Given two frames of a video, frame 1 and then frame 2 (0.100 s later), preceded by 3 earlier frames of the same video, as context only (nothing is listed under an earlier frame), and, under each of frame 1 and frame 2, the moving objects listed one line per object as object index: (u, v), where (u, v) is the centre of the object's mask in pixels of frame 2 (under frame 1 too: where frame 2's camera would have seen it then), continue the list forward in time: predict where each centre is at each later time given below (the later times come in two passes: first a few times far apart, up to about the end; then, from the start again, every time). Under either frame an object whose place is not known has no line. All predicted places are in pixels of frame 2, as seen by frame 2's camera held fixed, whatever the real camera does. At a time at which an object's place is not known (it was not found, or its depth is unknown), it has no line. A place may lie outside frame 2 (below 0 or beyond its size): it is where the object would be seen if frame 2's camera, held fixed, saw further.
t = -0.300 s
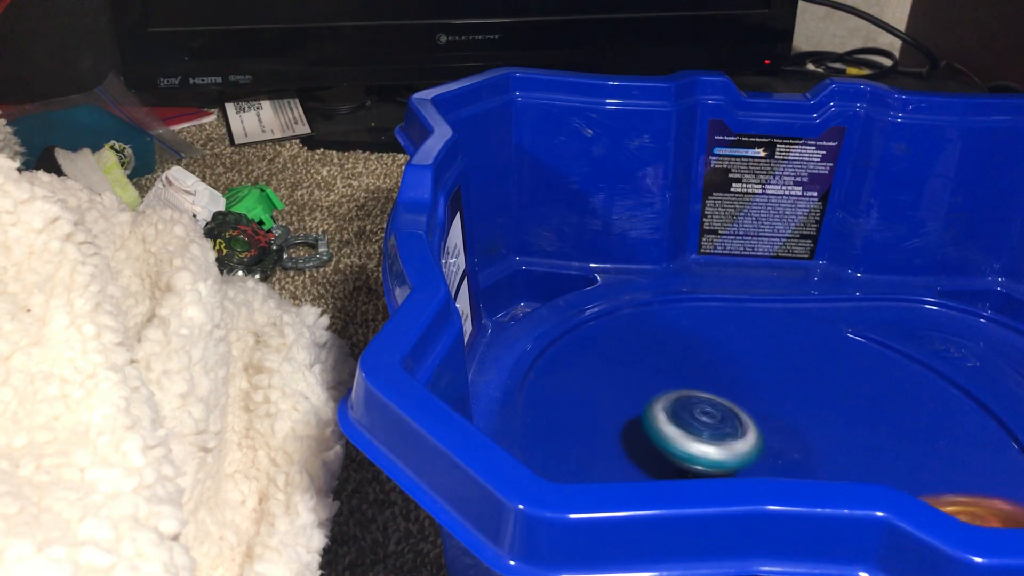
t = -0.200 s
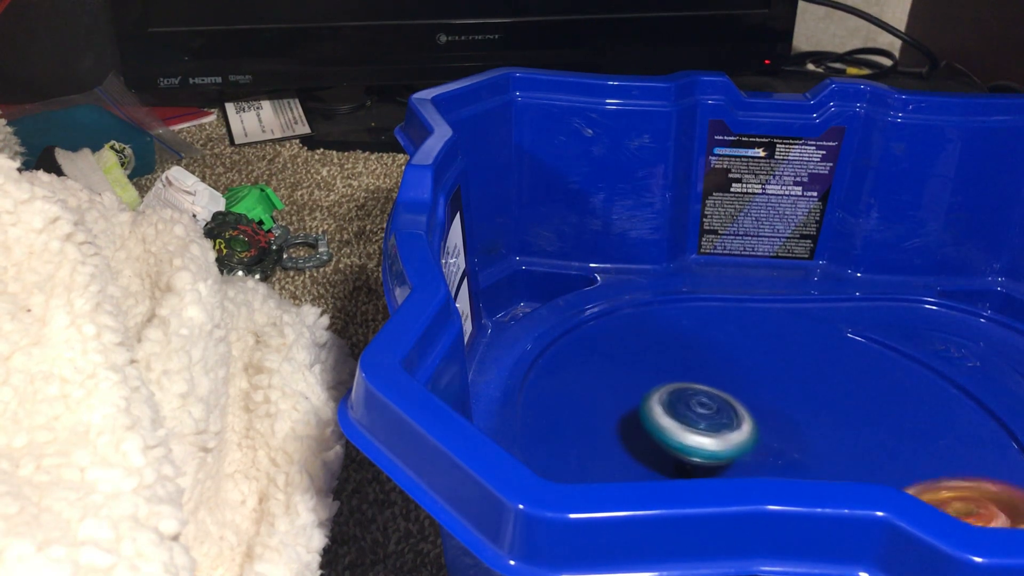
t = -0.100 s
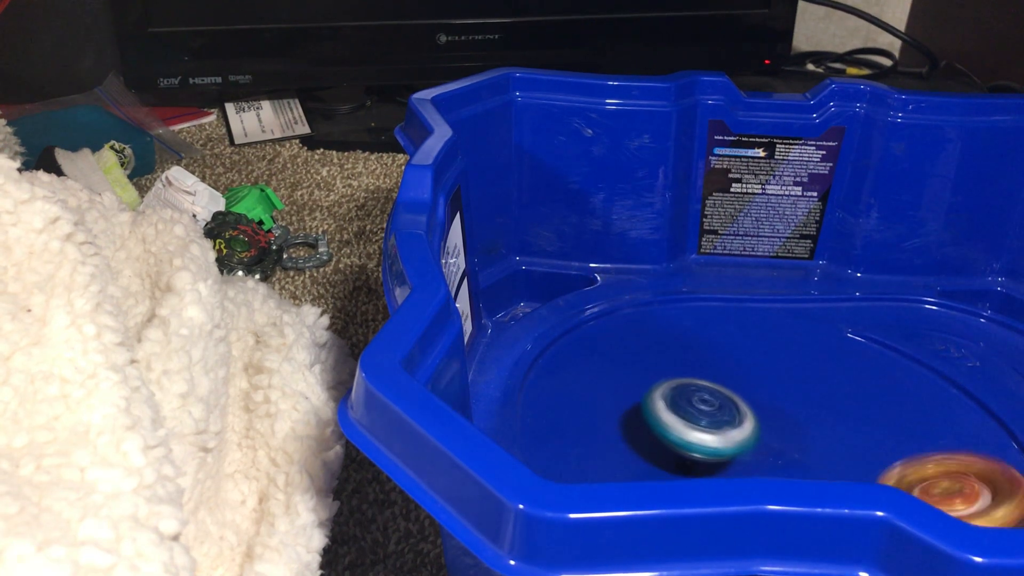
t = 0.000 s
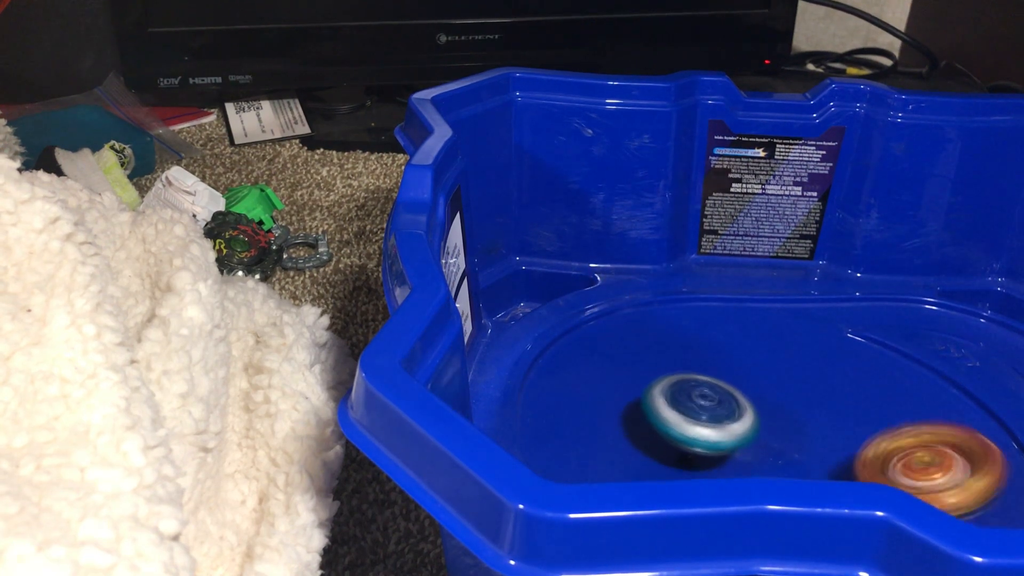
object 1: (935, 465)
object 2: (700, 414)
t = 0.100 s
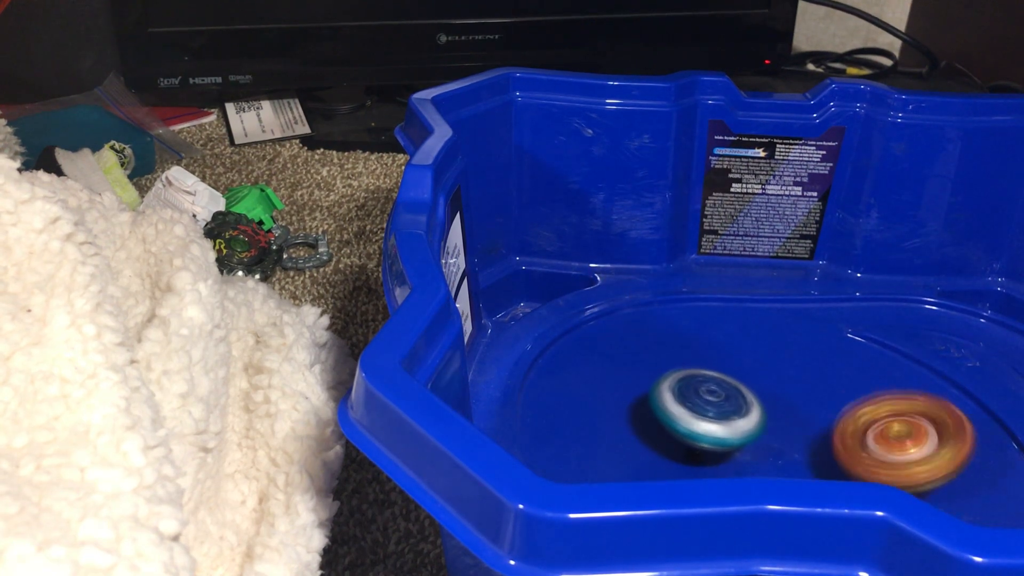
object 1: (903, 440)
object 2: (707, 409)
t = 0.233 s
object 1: (862, 401)
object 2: (715, 403)
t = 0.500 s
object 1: (806, 338)
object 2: (688, 416)
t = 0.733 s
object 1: (764, 330)
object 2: (742, 431)
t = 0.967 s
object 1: (723, 344)
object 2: (721, 426)
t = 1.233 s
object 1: (699, 374)
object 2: (802, 461)
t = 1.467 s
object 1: (720, 420)
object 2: (852, 430)
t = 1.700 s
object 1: (727, 454)
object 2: (802, 373)
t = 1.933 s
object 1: (756, 463)
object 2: (735, 403)
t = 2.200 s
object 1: (828, 464)
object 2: (730, 405)
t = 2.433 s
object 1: (863, 448)
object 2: (736, 400)
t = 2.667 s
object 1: (856, 409)
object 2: (728, 408)
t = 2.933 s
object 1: (825, 375)
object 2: (720, 410)
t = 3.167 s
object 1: (790, 366)
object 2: (731, 428)
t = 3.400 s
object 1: (766, 364)
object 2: (816, 469)
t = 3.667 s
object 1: (726, 387)
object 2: (859, 421)
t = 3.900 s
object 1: (704, 414)
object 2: (821, 408)
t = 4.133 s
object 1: (717, 439)
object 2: (825, 414)
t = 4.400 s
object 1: (752, 453)
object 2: (840, 411)
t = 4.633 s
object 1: (786, 456)
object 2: (834, 404)
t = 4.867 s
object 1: (800, 455)
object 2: (834, 401)
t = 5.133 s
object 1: (792, 453)
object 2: (814, 399)
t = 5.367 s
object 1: (768, 455)
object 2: (809, 386)
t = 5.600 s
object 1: (756, 451)
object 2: (821, 405)
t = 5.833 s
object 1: (750, 441)
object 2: (842, 411)
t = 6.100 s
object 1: (722, 434)
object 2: (842, 418)
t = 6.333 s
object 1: (711, 428)
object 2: (841, 422)
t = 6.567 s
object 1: (717, 421)
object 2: (843, 426)
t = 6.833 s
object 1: (717, 417)
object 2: (848, 422)
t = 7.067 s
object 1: (709, 414)
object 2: (829, 416)
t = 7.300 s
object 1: (711, 416)
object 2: (836, 423)
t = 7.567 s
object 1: (723, 427)
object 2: (823, 397)
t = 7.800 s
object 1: (727, 436)
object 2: (827, 395)
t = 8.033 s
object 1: (751, 439)
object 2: (833, 401)
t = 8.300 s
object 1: (767, 440)
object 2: (836, 397)
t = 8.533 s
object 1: (761, 442)
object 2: (830, 395)
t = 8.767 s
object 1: (766, 446)
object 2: (846, 412)
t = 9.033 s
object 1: (766, 448)
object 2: (841, 405)
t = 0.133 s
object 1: (893, 431)
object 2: (707, 408)
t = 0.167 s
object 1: (883, 422)
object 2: (708, 406)
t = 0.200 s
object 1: (872, 411)
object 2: (711, 404)
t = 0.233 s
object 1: (862, 401)
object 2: (715, 403)
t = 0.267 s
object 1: (851, 392)
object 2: (719, 402)
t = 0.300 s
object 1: (840, 383)
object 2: (721, 401)
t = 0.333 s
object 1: (830, 374)
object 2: (723, 399)
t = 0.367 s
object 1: (829, 365)
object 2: (710, 398)
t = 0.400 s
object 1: (828, 355)
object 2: (696, 399)
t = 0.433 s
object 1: (821, 348)
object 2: (689, 404)
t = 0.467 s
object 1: (813, 342)
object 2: (685, 410)
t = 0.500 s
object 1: (806, 338)
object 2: (688, 416)
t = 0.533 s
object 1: (800, 335)
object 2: (695, 424)
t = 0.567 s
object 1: (795, 333)
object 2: (703, 430)
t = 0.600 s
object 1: (789, 331)
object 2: (711, 434)
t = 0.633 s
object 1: (783, 329)
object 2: (720, 435)
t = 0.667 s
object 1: (778, 330)
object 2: (729, 435)
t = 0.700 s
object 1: (772, 329)
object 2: (738, 434)
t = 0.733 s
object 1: (764, 330)
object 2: (742, 431)
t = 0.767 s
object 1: (758, 331)
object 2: (740, 430)
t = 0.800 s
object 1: (751, 334)
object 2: (737, 427)
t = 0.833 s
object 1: (744, 337)
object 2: (734, 424)
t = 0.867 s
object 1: (738, 339)
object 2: (731, 421)
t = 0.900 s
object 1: (732, 341)
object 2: (727, 420)
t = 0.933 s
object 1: (727, 342)
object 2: (723, 423)
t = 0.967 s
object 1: (723, 344)
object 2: (721, 426)
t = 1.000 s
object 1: (718, 347)
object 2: (722, 430)
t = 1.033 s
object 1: (713, 350)
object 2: (723, 433)
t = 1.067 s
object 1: (709, 353)
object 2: (726, 437)
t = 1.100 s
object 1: (704, 355)
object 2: (732, 444)
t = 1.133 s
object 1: (701, 359)
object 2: (745, 450)
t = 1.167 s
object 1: (699, 364)
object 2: (760, 455)
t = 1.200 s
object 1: (699, 369)
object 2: (781, 459)
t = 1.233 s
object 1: (699, 374)
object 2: (802, 461)
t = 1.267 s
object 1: (700, 380)
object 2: (825, 462)
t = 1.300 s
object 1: (701, 386)
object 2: (843, 461)
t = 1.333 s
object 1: (704, 392)
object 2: (857, 458)
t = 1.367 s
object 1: (707, 398)
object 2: (864, 454)
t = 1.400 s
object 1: (711, 405)
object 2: (864, 447)
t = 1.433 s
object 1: (715, 413)
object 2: (860, 440)
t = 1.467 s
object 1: (720, 420)
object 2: (852, 430)
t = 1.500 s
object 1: (725, 427)
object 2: (842, 422)
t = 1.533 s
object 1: (726, 434)
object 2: (836, 414)
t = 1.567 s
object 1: (721, 440)
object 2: (839, 403)
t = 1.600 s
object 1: (721, 445)
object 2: (836, 394)
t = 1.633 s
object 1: (723, 449)
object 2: (828, 384)
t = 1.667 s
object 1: (725, 452)
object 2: (817, 378)
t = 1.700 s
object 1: (727, 454)
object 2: (802, 373)
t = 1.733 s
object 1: (729, 456)
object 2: (786, 370)
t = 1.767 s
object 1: (732, 458)
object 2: (770, 371)
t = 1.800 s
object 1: (736, 459)
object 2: (755, 374)
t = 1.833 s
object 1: (739, 460)
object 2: (744, 379)
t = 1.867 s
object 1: (745, 461)
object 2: (739, 388)
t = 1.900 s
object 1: (749, 462)
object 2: (737, 397)
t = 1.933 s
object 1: (756, 463)
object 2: (735, 403)
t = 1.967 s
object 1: (764, 463)
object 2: (731, 406)
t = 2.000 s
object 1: (772, 463)
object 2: (729, 408)
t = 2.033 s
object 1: (781, 463)
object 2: (728, 409)
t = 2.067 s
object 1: (791, 465)
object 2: (728, 408)
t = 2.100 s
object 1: (801, 465)
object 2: (728, 406)
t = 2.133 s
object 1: (810, 465)
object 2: (728, 406)
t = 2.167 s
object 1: (820, 464)
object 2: (729, 406)
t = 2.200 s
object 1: (828, 464)
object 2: (730, 405)
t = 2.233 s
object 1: (836, 463)
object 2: (731, 404)
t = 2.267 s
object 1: (844, 461)
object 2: (732, 403)
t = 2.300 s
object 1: (849, 459)
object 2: (733, 402)
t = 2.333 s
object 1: (854, 457)
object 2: (734, 401)
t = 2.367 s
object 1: (858, 454)
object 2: (735, 401)
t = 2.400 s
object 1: (861, 451)
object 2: (736, 400)
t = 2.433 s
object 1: (863, 448)
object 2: (736, 400)
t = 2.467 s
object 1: (864, 444)
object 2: (735, 400)
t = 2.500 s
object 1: (865, 439)
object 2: (734, 401)
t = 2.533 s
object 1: (865, 434)
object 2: (732, 402)
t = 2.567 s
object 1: (864, 428)
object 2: (731, 404)
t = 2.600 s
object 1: (862, 422)
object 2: (729, 405)
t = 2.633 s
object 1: (859, 415)
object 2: (729, 406)
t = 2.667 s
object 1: (856, 409)
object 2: (728, 408)
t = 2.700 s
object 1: (853, 403)
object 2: (728, 408)
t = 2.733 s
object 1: (849, 398)
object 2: (727, 407)
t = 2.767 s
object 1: (845, 394)
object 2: (727, 407)
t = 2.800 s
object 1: (843, 389)
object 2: (722, 407)
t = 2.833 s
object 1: (838, 385)
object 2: (720, 407)
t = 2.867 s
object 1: (833, 381)
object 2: (722, 407)
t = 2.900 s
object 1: (829, 379)
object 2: (723, 408)
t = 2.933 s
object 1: (825, 375)
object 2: (720, 410)
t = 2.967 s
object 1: (820, 372)
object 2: (719, 413)
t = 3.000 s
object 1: (815, 371)
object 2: (720, 417)
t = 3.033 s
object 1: (811, 370)
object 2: (722, 422)
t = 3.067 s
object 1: (806, 369)
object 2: (727, 425)
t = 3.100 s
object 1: (802, 369)
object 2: (730, 426)
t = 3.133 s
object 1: (796, 368)
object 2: (731, 427)
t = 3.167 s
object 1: (790, 366)
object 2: (731, 428)
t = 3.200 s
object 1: (784, 363)
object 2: (728, 435)
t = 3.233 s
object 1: (781, 360)
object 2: (729, 443)
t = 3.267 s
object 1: (777, 360)
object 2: (734, 451)
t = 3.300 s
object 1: (774, 360)
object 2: (746, 458)
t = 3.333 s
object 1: (771, 361)
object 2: (766, 463)
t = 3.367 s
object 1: (769, 362)
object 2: (789, 467)
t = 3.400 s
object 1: (766, 364)
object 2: (816, 469)
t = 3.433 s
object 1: (763, 366)
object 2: (847, 472)
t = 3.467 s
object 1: (758, 368)
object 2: (873, 472)
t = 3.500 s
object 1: (755, 371)
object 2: (886, 469)
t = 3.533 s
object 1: (751, 374)
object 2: (889, 462)
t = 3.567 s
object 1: (747, 377)
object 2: (883, 452)
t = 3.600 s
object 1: (743, 382)
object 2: (873, 440)
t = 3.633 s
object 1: (738, 386)
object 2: (861, 426)
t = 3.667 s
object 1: (726, 387)
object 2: (859, 421)
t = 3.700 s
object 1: (719, 391)
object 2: (856, 416)
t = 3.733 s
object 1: (715, 394)
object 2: (848, 410)
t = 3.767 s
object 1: (712, 399)
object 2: (840, 405)
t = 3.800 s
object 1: (709, 403)
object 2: (832, 404)
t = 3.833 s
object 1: (708, 407)
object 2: (824, 405)
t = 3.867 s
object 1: (706, 411)
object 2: (822, 406)
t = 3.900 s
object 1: (704, 414)
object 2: (821, 408)
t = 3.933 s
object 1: (704, 419)
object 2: (822, 409)
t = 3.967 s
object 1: (704, 424)
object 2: (822, 410)
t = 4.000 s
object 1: (706, 428)
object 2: (823, 410)
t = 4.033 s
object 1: (707, 432)
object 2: (824, 411)
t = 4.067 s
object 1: (709, 434)
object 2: (825, 411)
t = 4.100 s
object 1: (712, 437)
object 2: (825, 412)
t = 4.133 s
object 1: (717, 439)
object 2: (825, 414)
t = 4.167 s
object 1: (723, 442)
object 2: (825, 416)
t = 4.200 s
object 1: (729, 444)
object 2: (828, 418)
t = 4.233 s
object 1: (735, 446)
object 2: (832, 421)
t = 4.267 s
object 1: (735, 448)
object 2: (840, 420)
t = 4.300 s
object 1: (738, 450)
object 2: (845, 418)
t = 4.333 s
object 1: (743, 451)
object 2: (847, 416)
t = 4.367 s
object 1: (747, 452)
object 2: (845, 412)
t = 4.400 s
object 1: (752, 453)
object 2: (840, 411)
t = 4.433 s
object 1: (758, 453)
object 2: (836, 410)
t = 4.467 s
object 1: (764, 453)
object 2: (834, 410)
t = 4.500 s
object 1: (771, 454)
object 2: (833, 410)
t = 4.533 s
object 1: (777, 453)
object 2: (834, 410)
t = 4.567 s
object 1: (779, 455)
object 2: (835, 408)
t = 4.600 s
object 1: (783, 456)
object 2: (836, 406)
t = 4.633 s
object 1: (786, 456)
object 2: (834, 404)
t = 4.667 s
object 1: (788, 457)
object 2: (831, 403)
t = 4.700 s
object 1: (791, 457)
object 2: (829, 402)
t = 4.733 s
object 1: (793, 457)
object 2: (827, 402)
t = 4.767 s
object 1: (796, 456)
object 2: (827, 402)
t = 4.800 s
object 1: (798, 455)
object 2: (828, 402)
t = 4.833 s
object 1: (800, 455)
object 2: (831, 403)
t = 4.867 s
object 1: (800, 455)
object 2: (834, 401)
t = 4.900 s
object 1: (799, 455)
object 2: (837, 399)
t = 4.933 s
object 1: (798, 456)
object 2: (837, 397)
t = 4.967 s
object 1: (797, 455)
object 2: (832, 394)
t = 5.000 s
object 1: (796, 455)
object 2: (825, 391)
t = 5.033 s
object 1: (795, 455)
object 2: (819, 391)
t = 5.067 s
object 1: (794, 454)
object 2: (815, 393)
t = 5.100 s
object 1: (793, 454)
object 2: (813, 395)
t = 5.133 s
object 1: (792, 453)
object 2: (814, 399)
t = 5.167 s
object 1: (787, 454)
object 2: (819, 398)
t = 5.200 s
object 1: (784, 454)
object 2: (824, 396)
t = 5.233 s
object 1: (781, 455)
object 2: (827, 393)
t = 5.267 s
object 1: (778, 455)
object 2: (825, 389)
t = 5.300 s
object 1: (775, 455)
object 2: (820, 388)
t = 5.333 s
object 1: (771, 455)
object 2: (814, 386)
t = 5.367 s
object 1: (768, 455)
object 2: (809, 386)
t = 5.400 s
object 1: (766, 455)
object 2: (805, 386)
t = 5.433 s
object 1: (763, 454)
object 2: (803, 389)
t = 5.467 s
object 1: (762, 454)
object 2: (806, 392)
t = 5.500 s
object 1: (760, 453)
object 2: (810, 396)
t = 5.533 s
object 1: (758, 452)
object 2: (814, 399)
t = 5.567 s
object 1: (757, 452)
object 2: (818, 403)
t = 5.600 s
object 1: (756, 451)
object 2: (821, 405)
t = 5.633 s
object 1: (756, 450)
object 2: (825, 407)
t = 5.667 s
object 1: (756, 448)
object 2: (829, 408)
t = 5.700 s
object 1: (755, 447)
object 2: (830, 407)
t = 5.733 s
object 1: (754, 445)
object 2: (832, 408)
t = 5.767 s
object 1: (754, 444)
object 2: (834, 408)
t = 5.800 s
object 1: (755, 442)
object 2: (837, 409)
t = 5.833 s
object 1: (750, 441)
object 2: (842, 411)
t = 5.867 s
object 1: (745, 441)
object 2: (847, 412)
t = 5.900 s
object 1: (743, 440)
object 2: (847, 412)
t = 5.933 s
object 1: (740, 439)
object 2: (846, 411)
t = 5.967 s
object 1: (737, 438)
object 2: (845, 411)
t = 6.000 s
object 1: (733, 437)
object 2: (845, 412)
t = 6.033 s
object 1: (728, 436)
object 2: (842, 414)
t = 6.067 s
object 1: (725, 435)
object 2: (842, 415)
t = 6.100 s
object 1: (722, 434)
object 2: (842, 418)
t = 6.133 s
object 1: (721, 433)
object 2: (843, 420)
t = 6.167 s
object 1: (718, 433)
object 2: (845, 422)
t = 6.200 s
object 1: (715, 431)
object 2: (846, 422)
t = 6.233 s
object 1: (714, 430)
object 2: (845, 422)
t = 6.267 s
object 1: (713, 430)
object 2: (843, 421)
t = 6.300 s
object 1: (712, 429)
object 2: (842, 421)
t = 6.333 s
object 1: (711, 428)
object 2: (841, 422)
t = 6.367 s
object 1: (711, 427)
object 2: (840, 422)
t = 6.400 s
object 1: (711, 426)
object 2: (841, 423)
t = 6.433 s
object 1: (712, 426)
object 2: (842, 424)
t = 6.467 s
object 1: (712, 425)
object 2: (842, 424)
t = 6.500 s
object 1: (713, 423)
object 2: (843, 425)
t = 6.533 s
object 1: (715, 421)
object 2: (842, 426)
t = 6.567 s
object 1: (717, 421)
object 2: (843, 426)
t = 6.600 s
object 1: (718, 420)
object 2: (843, 427)
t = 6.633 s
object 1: (720, 419)
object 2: (842, 427)
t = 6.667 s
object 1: (720, 420)
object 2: (844, 426)
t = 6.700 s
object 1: (722, 419)
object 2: (846, 426)
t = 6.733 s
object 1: (722, 419)
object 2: (846, 425)
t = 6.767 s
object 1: (722, 418)
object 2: (846, 425)
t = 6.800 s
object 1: (720, 417)
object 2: (847, 424)
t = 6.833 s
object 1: (717, 417)
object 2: (848, 422)
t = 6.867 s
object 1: (717, 418)
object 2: (849, 420)
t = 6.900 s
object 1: (714, 417)
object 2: (846, 417)
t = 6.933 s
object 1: (712, 416)
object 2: (841, 414)
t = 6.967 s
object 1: (711, 415)
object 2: (838, 412)
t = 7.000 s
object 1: (711, 415)
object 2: (834, 412)
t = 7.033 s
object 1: (709, 415)
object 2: (831, 414)
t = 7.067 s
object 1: (709, 414)
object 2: (829, 416)
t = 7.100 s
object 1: (709, 415)
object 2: (830, 418)
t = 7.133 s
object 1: (709, 416)
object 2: (832, 420)
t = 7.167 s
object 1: (708, 416)
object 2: (833, 422)
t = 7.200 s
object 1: (708, 414)
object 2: (835, 423)
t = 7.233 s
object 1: (709, 416)
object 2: (836, 423)
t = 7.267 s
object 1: (710, 416)
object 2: (835, 423)
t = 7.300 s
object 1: (711, 416)
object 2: (836, 423)
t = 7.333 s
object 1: (712, 418)
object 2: (838, 420)
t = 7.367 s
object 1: (714, 422)
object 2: (843, 416)
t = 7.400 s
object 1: (714, 422)
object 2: (846, 412)
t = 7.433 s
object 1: (714, 422)
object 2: (846, 408)
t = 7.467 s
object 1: (716, 424)
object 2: (842, 404)
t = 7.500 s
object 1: (717, 425)
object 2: (837, 400)
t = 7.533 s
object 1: (720, 425)
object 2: (830, 399)
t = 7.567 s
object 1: (723, 427)
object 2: (823, 397)
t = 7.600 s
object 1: (726, 427)
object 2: (819, 398)
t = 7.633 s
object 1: (724, 429)
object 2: (821, 396)
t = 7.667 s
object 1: (723, 432)
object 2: (826, 395)
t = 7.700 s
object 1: (724, 433)
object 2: (827, 394)
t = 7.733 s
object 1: (725, 434)
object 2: (827, 394)
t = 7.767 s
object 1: (726, 435)
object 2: (826, 394)
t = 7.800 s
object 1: (727, 436)
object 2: (827, 395)
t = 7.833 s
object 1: (730, 437)
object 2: (828, 396)
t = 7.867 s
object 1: (733, 438)
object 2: (828, 398)
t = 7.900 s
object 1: (735, 438)
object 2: (829, 399)
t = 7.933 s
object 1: (740, 439)
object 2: (829, 399)
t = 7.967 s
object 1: (743, 439)
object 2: (831, 400)
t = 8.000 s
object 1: (747, 439)
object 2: (832, 401)
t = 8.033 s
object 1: (751, 439)
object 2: (833, 401)
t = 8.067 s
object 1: (755, 440)
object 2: (835, 398)
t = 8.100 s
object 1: (758, 440)
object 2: (835, 396)
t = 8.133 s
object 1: (760, 441)
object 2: (835, 395)
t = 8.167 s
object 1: (761, 440)
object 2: (832, 393)
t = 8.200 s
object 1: (763, 440)
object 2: (831, 394)
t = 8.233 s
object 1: (764, 439)
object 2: (832, 396)
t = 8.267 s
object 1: (764, 439)
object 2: (835, 396)
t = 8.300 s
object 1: (767, 440)
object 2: (836, 397)
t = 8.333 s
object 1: (765, 440)
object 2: (836, 397)
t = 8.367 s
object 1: (763, 439)
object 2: (838, 399)
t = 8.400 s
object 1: (764, 439)
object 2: (838, 399)
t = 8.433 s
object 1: (763, 440)
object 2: (839, 398)
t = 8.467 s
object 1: (765, 441)
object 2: (837, 397)
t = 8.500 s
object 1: (763, 441)
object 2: (833, 395)
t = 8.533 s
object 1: (761, 442)
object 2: (830, 395)
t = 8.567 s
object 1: (763, 443)
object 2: (827, 395)
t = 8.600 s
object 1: (762, 443)
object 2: (827, 396)
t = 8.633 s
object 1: (763, 444)
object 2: (827, 399)
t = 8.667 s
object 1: (763, 444)
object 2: (832, 403)
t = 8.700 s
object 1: (764, 445)
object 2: (836, 406)
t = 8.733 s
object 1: (765, 445)
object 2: (842, 410)
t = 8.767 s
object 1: (766, 446)
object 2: (846, 412)
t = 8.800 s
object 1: (768, 446)
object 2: (848, 413)
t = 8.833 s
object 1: (766, 447)
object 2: (848, 413)
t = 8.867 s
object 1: (767, 447)
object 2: (846, 412)
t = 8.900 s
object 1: (769, 447)
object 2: (847, 411)
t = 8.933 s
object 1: (768, 447)
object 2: (846, 409)
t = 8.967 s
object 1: (770, 447)
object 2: (846, 408)
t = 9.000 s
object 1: (768, 447)
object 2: (843, 406)
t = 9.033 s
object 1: (766, 448)
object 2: (841, 405)
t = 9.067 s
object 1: (767, 447)
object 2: (838, 405)
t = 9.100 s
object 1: (766, 448)
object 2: (838, 407)
